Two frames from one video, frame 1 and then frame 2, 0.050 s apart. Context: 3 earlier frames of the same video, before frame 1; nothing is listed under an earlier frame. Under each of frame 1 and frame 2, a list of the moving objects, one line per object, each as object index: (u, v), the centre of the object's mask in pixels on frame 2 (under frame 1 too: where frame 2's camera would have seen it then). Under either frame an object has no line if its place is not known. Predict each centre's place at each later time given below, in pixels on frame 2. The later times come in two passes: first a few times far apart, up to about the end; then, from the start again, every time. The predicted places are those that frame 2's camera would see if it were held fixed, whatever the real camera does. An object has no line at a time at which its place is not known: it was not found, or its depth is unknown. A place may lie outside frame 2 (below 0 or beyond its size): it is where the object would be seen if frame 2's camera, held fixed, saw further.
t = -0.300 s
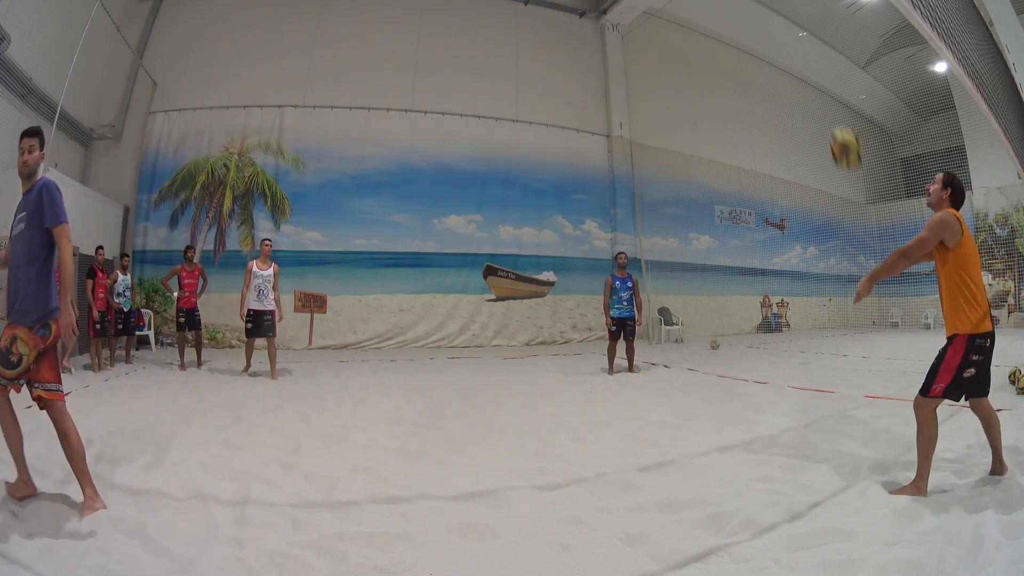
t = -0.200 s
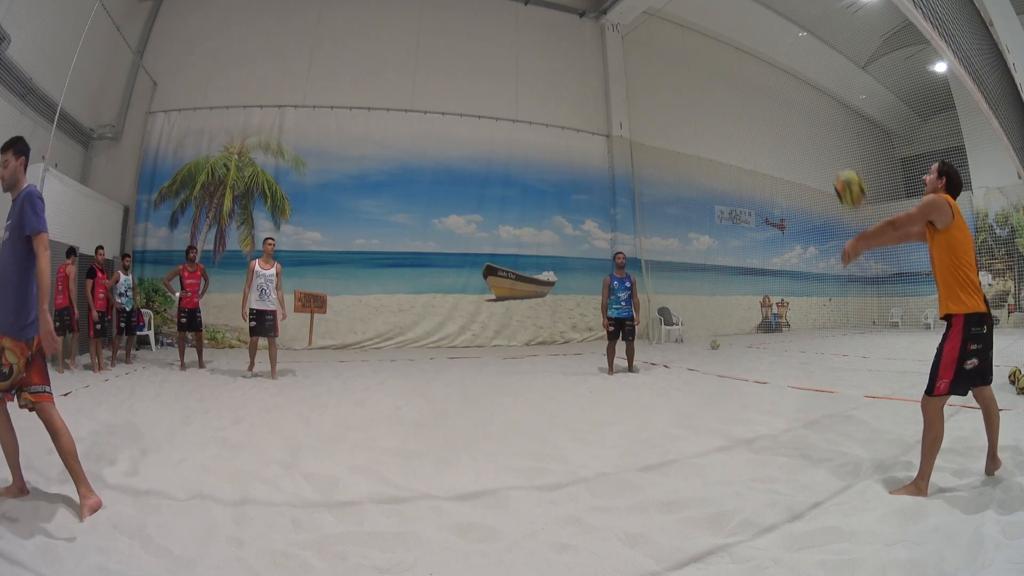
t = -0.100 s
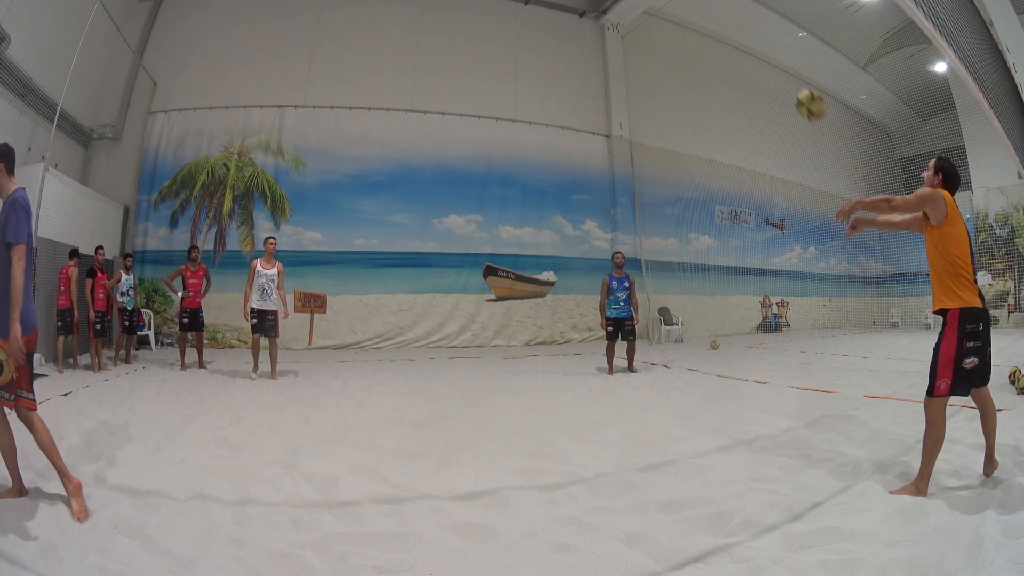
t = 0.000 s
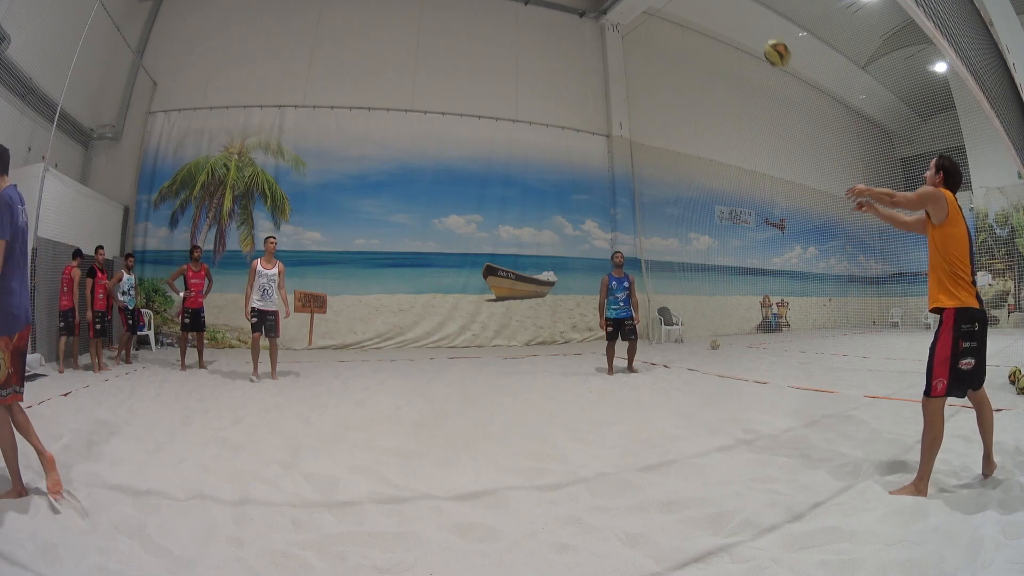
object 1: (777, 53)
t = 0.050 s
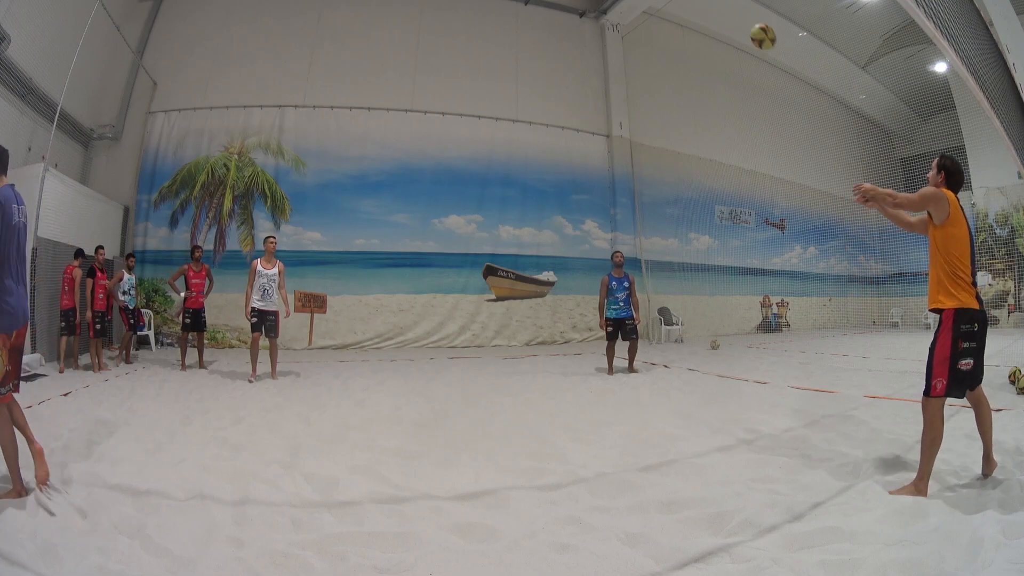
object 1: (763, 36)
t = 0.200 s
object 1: (731, 10)
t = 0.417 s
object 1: (701, 12)
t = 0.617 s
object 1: (685, 43)
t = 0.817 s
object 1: (674, 99)
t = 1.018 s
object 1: (666, 180)
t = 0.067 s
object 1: (759, 32)
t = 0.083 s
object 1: (755, 28)
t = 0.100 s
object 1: (751, 24)
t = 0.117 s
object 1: (747, 21)
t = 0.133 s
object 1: (743, 18)
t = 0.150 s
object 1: (740, 16)
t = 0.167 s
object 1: (737, 14)
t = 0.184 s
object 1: (733, 11)
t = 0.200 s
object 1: (731, 10)
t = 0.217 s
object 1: (728, 9)
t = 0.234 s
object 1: (725, 8)
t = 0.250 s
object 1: (722, 8)
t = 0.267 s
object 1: (720, 8)
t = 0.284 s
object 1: (717, 8)
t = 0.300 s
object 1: (715, 8)
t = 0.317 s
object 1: (713, 8)
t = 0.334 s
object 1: (711, 8)
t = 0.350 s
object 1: (708, 8)
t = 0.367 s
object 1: (707, 9)
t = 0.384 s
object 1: (704, 9)
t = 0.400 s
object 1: (703, 10)
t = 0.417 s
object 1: (701, 12)
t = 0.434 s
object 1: (699, 14)
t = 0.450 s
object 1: (698, 15)
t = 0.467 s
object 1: (696, 17)
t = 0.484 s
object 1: (695, 20)
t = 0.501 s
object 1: (693, 22)
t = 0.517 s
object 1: (692, 24)
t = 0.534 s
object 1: (691, 27)
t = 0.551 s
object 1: (689, 30)
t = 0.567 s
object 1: (688, 33)
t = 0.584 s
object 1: (687, 36)
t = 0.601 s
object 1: (686, 39)
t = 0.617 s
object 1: (685, 43)
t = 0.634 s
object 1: (684, 47)
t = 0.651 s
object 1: (683, 51)
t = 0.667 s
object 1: (682, 54)
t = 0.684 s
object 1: (681, 58)
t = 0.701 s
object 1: (680, 63)
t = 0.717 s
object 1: (679, 68)
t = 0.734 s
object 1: (678, 72)
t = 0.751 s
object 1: (677, 77)
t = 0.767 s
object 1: (676, 82)
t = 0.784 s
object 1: (675, 88)
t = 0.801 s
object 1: (675, 93)
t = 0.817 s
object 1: (674, 99)
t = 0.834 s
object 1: (673, 105)
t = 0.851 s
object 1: (673, 111)
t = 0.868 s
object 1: (672, 116)
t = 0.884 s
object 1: (671, 123)
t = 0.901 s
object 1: (671, 130)
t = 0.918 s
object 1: (670, 136)
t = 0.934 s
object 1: (669, 143)
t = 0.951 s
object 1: (668, 150)
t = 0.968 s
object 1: (668, 157)
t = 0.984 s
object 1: (667, 165)
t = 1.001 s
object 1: (666, 172)
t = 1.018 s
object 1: (666, 180)
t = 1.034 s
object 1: (665, 188)
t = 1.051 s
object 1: (664, 196)
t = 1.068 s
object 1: (664, 204)
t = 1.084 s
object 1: (663, 212)
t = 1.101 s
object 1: (662, 221)
